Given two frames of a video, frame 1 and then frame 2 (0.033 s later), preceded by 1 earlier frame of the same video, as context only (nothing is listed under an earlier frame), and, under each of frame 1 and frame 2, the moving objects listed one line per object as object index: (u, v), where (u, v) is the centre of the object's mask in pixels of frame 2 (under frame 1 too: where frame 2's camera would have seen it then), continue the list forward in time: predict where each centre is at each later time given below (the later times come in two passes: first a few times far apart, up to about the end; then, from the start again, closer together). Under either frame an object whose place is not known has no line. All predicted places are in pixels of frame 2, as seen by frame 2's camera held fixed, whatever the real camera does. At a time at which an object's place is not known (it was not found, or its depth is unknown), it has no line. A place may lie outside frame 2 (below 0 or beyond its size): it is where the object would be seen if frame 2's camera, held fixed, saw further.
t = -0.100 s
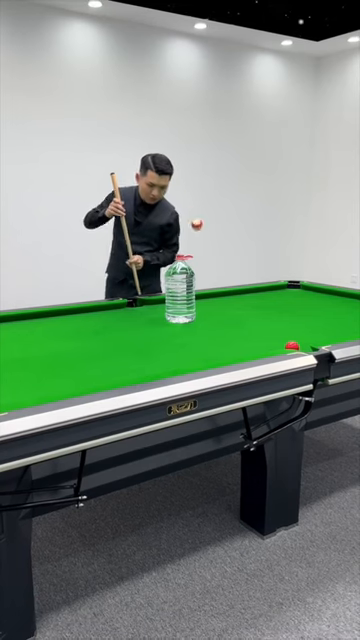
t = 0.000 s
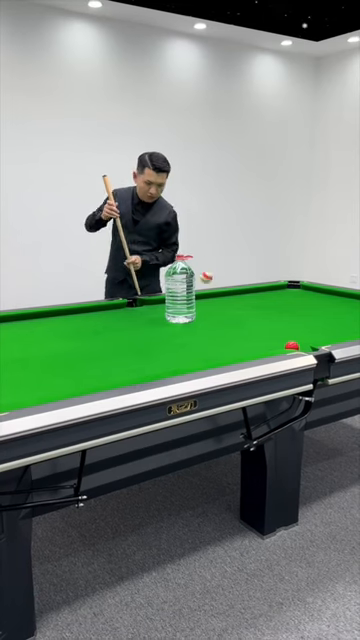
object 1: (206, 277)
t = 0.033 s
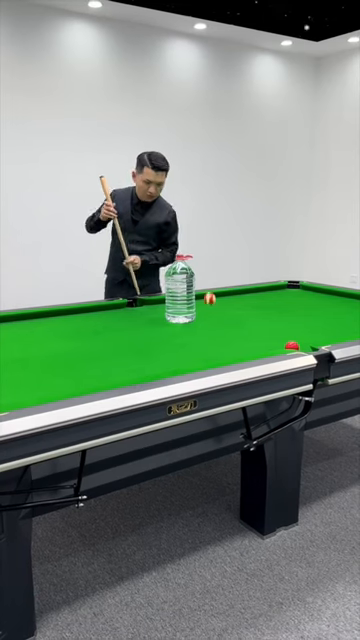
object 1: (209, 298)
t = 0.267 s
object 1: (238, 270)
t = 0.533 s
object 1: (274, 325)
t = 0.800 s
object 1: (277, 342)
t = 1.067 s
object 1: (250, 347)
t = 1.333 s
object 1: (225, 351)
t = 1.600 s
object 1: (200, 351)
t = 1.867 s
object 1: (177, 350)
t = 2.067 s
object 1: (161, 349)
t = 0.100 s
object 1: (217, 314)
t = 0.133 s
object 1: (221, 300)
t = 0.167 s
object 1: (225, 289)
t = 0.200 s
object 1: (229, 281)
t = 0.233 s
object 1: (233, 274)
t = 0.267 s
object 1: (238, 270)
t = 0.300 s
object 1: (243, 268)
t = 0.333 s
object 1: (247, 268)
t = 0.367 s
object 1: (251, 271)
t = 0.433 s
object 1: (260, 285)
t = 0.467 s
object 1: (265, 295)
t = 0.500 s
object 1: (269, 309)
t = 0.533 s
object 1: (274, 325)
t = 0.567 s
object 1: (279, 343)
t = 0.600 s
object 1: (278, 338)
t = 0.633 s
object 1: (278, 332)
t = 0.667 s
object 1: (278, 329)
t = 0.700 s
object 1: (278, 328)
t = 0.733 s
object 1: (277, 330)
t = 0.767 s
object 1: (277, 334)
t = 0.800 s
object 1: (277, 342)
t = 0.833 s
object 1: (274, 339)
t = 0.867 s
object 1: (270, 335)
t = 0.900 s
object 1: (267, 334)
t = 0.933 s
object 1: (264, 336)
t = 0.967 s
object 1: (260, 340)
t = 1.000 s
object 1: (257, 347)
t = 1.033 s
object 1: (254, 348)
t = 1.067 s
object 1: (250, 347)
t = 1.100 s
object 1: (247, 347)
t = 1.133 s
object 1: (244, 350)
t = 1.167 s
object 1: (241, 350)
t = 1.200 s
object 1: (238, 350)
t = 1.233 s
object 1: (234, 350)
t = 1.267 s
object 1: (231, 351)
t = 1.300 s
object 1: (228, 351)
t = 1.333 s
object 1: (225, 351)
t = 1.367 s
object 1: (221, 351)
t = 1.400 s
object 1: (219, 351)
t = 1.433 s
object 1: (216, 351)
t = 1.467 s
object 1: (213, 351)
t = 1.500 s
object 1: (209, 351)
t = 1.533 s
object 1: (206, 351)
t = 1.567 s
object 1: (203, 351)
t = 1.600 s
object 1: (200, 351)
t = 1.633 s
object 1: (197, 350)
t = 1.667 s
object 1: (194, 350)
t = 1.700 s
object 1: (192, 350)
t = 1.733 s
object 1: (189, 350)
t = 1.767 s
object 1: (186, 350)
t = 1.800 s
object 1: (183, 350)
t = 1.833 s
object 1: (180, 350)
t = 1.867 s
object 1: (177, 350)
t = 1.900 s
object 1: (175, 350)
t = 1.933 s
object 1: (172, 349)
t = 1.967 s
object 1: (169, 349)
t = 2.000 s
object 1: (166, 349)
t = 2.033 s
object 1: (164, 349)
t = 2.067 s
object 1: (161, 349)
